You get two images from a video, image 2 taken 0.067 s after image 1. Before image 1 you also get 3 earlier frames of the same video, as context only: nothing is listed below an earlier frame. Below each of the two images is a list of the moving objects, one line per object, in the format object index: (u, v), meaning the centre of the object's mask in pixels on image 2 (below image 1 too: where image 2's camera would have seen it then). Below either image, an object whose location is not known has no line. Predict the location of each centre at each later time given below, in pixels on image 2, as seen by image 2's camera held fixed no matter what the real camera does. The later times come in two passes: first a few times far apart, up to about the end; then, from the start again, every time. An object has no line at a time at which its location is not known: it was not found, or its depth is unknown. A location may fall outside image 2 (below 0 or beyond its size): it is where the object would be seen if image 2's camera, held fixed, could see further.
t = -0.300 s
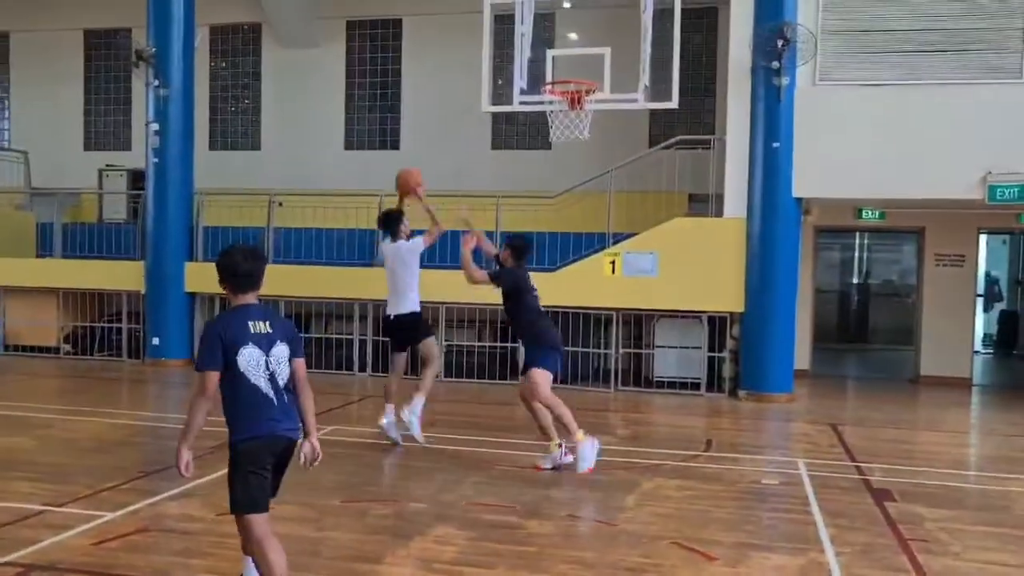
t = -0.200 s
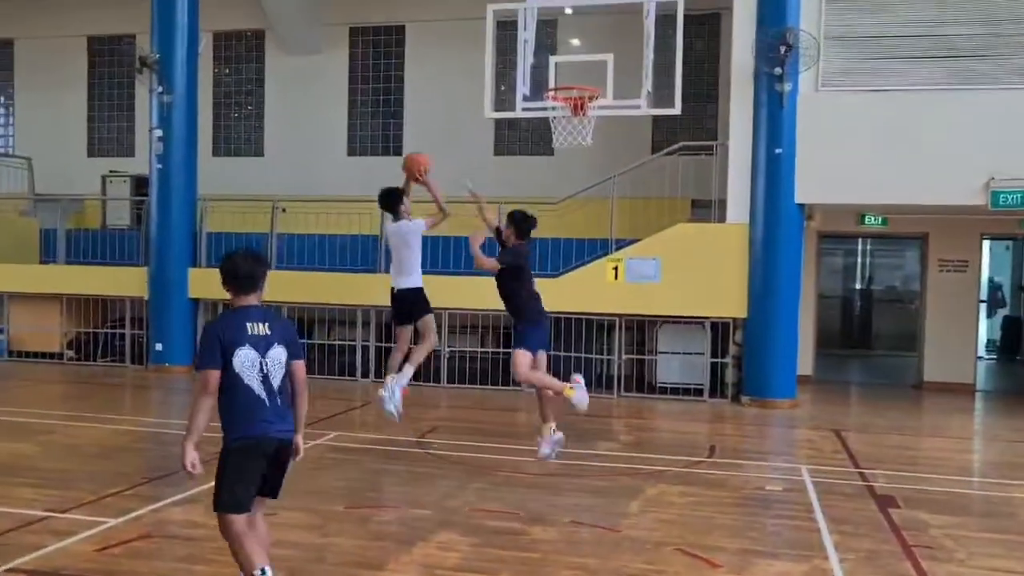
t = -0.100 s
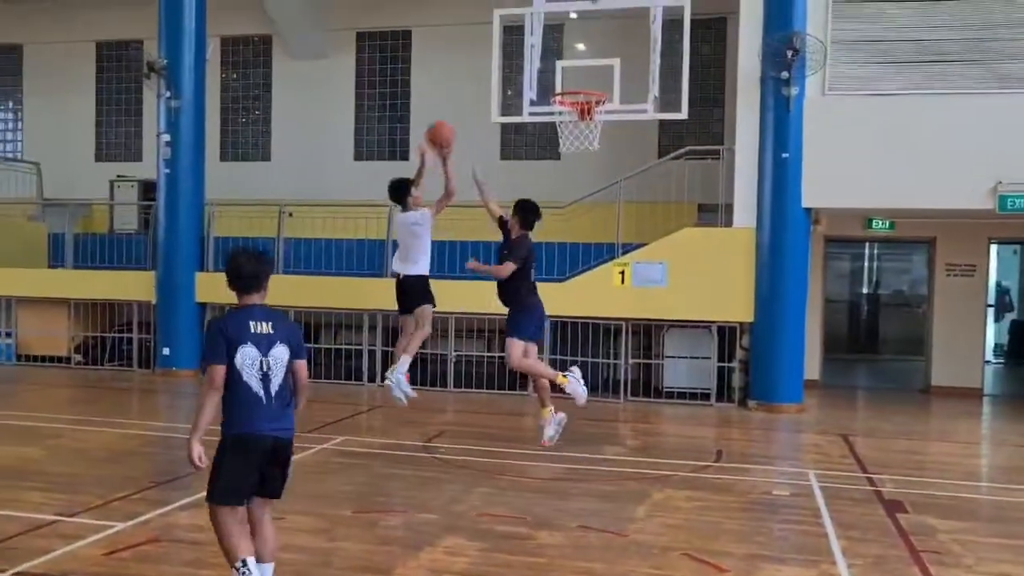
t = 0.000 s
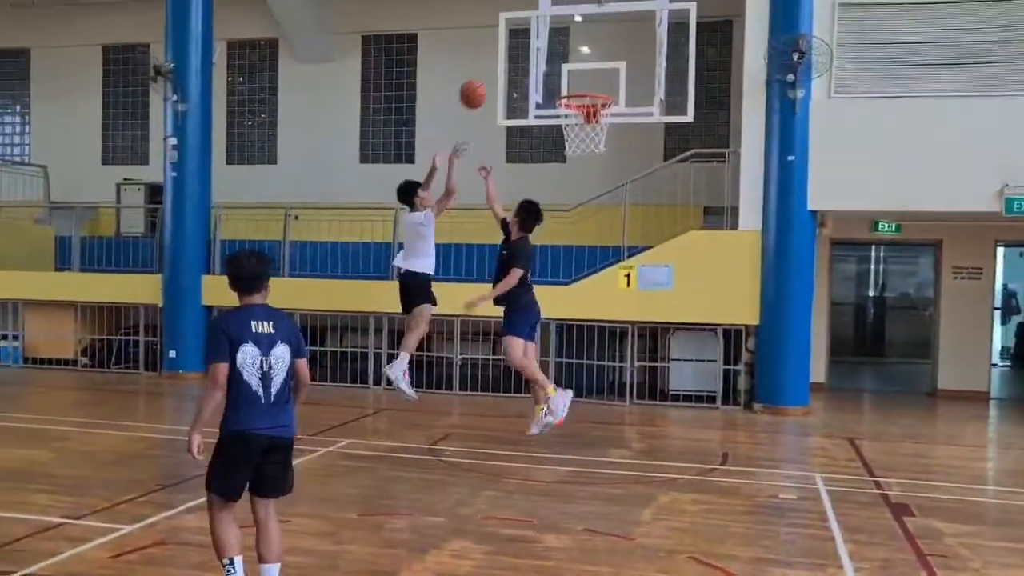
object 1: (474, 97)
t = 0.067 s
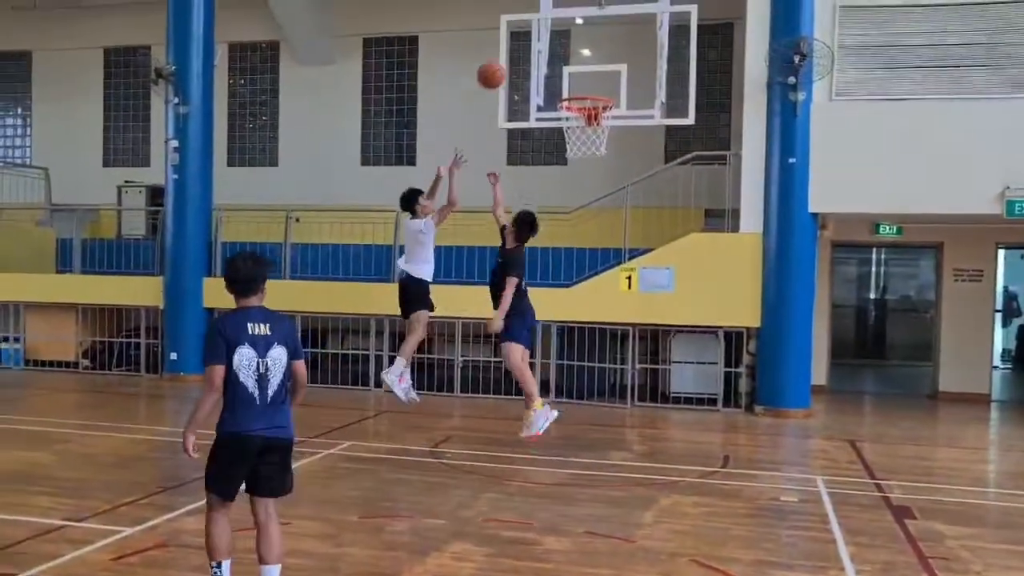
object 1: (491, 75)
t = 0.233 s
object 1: (530, 44)
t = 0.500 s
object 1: (568, 53)
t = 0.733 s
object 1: (586, 83)
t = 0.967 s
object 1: (597, 85)
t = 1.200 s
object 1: (578, 110)
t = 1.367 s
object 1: (567, 158)
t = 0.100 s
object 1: (500, 65)
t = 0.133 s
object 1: (508, 59)
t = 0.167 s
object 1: (516, 51)
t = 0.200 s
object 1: (523, 46)
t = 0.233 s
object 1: (530, 44)
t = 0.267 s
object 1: (538, 42)
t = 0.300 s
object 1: (546, 41)
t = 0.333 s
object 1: (553, 41)
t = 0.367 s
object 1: (560, 42)
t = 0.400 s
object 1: (561, 43)
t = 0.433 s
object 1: (562, 43)
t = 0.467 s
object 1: (563, 47)
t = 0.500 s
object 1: (568, 53)
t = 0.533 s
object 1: (571, 59)
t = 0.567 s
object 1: (573, 66)
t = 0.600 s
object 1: (575, 75)
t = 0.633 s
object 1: (577, 84)
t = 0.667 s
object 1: (579, 85)
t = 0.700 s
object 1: (584, 83)
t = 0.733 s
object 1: (586, 83)
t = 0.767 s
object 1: (591, 84)
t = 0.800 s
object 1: (595, 84)
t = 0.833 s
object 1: (599, 87)
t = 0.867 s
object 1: (603, 89)
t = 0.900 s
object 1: (601, 88)
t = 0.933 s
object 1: (600, 87)
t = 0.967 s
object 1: (597, 85)
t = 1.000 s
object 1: (594, 85)
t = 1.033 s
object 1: (592, 85)
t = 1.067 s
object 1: (589, 87)
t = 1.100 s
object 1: (587, 91)
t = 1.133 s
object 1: (582, 90)
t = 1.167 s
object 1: (582, 98)
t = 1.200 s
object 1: (578, 110)
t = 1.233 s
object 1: (576, 117)
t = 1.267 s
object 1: (572, 125)
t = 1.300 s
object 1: (570, 136)
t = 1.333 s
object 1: (570, 146)
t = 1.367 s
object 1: (567, 158)
